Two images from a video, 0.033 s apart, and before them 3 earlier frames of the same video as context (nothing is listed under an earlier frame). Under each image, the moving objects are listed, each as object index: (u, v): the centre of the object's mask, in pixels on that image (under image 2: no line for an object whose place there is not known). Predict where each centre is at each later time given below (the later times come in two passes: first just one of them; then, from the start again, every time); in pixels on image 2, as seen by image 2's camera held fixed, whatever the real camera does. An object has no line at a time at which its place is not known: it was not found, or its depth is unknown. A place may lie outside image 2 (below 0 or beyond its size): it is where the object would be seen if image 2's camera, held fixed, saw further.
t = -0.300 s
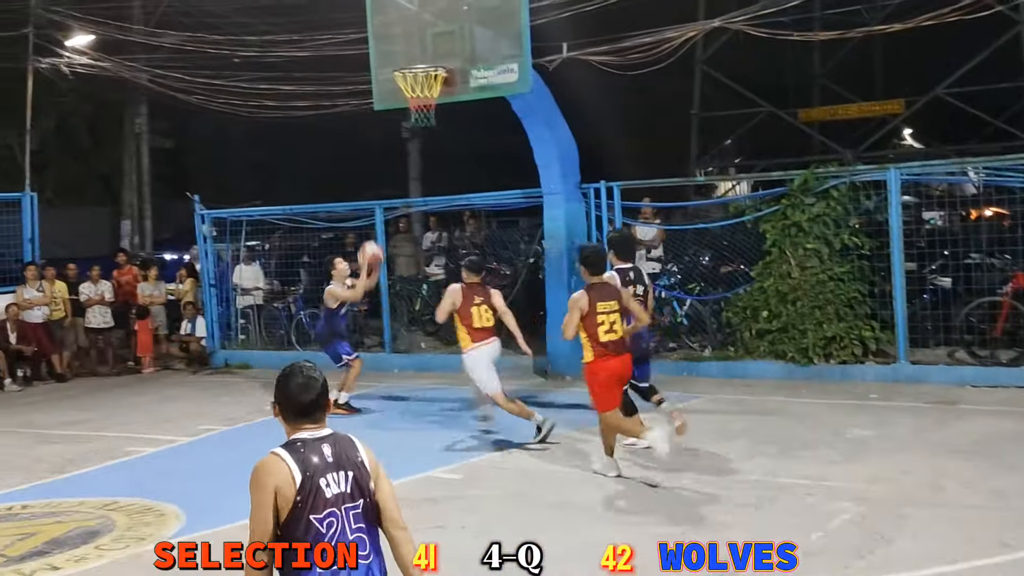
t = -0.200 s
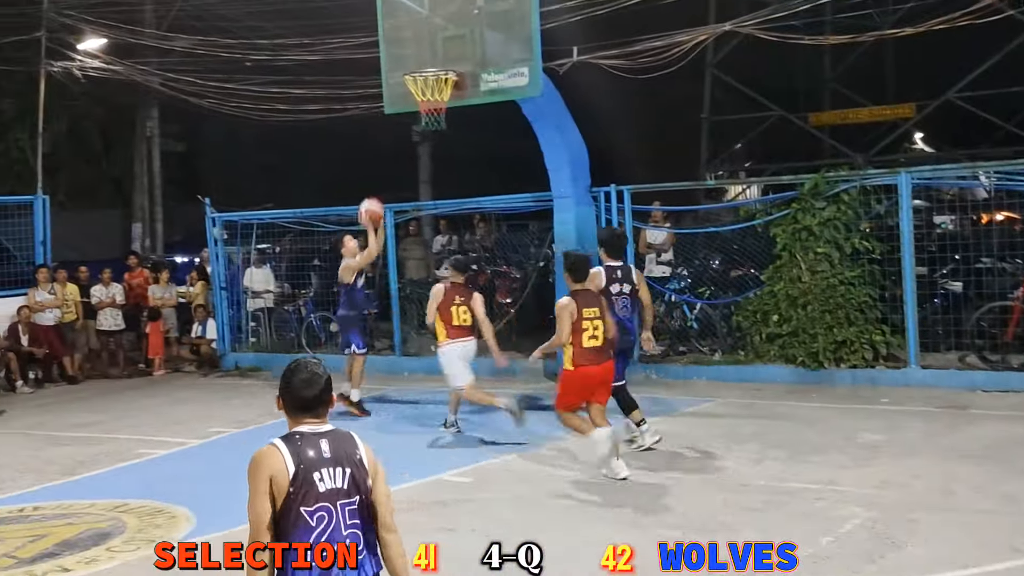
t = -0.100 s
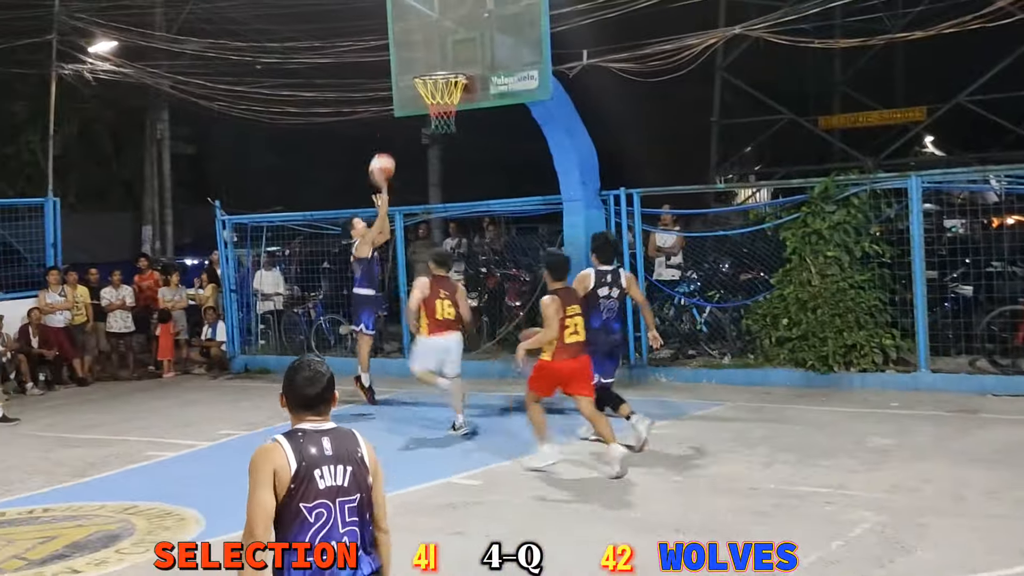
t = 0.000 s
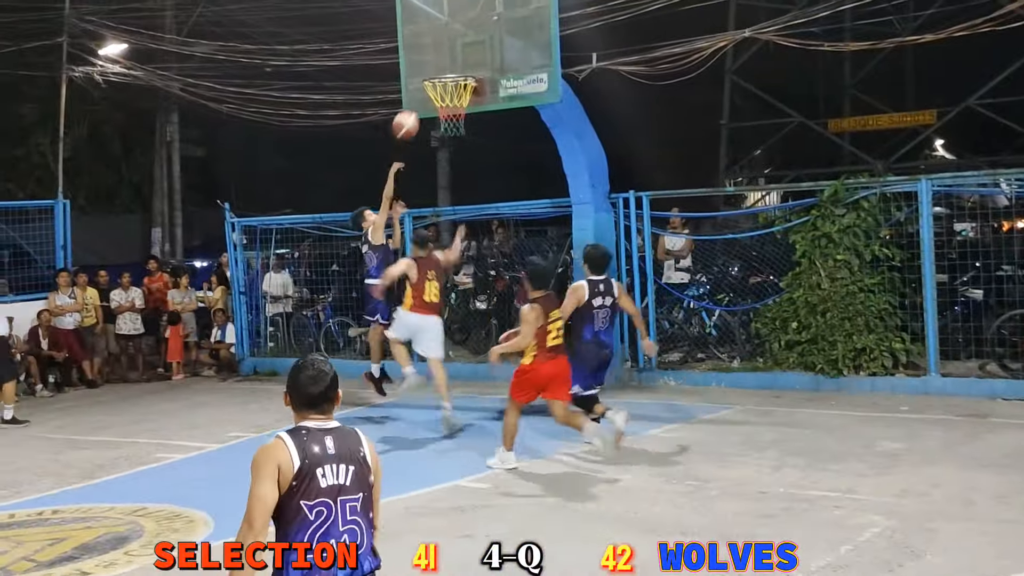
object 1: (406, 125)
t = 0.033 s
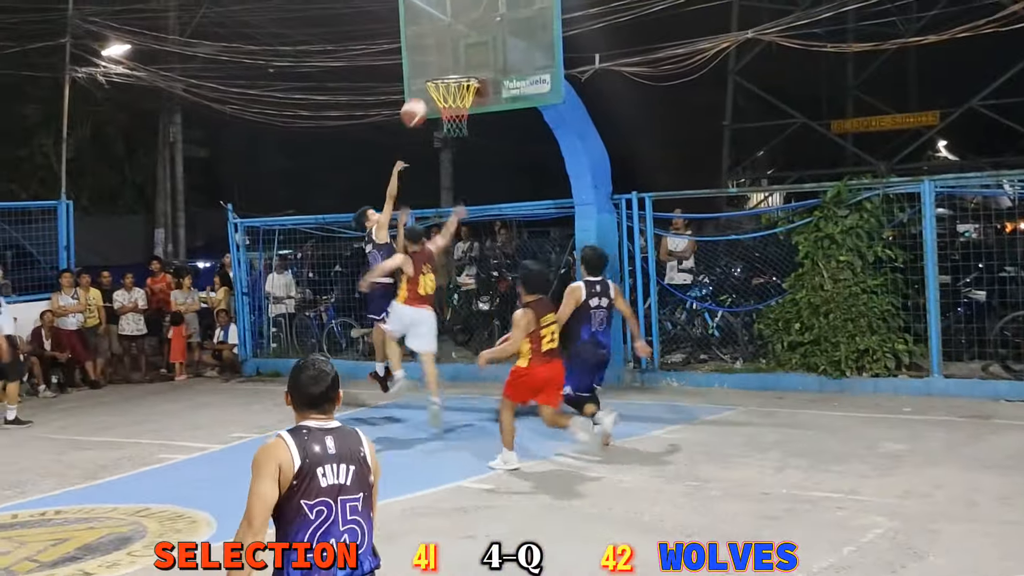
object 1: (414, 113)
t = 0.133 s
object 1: (429, 76)
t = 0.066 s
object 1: (418, 101)
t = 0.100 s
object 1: (422, 89)
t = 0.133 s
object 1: (429, 76)
